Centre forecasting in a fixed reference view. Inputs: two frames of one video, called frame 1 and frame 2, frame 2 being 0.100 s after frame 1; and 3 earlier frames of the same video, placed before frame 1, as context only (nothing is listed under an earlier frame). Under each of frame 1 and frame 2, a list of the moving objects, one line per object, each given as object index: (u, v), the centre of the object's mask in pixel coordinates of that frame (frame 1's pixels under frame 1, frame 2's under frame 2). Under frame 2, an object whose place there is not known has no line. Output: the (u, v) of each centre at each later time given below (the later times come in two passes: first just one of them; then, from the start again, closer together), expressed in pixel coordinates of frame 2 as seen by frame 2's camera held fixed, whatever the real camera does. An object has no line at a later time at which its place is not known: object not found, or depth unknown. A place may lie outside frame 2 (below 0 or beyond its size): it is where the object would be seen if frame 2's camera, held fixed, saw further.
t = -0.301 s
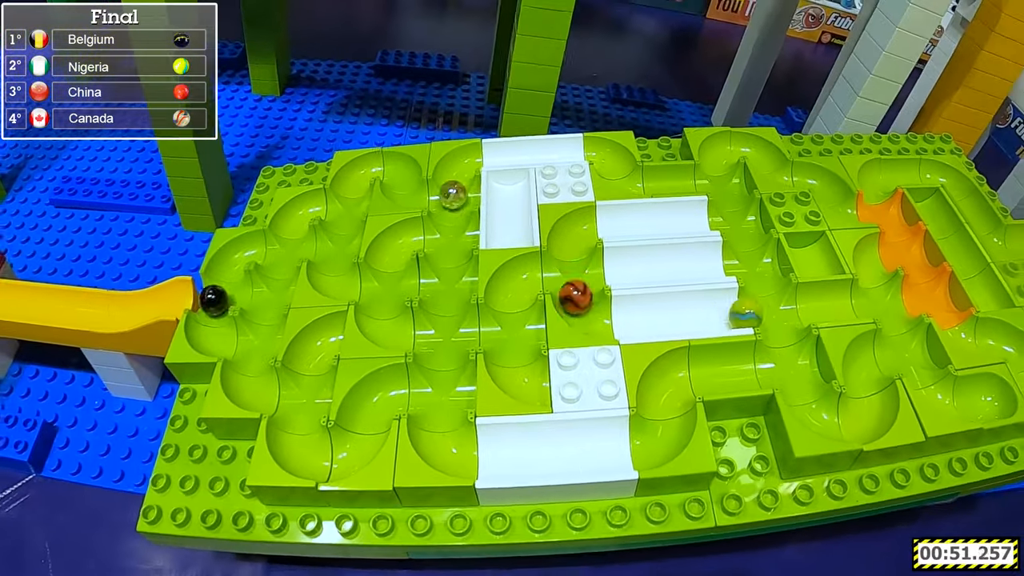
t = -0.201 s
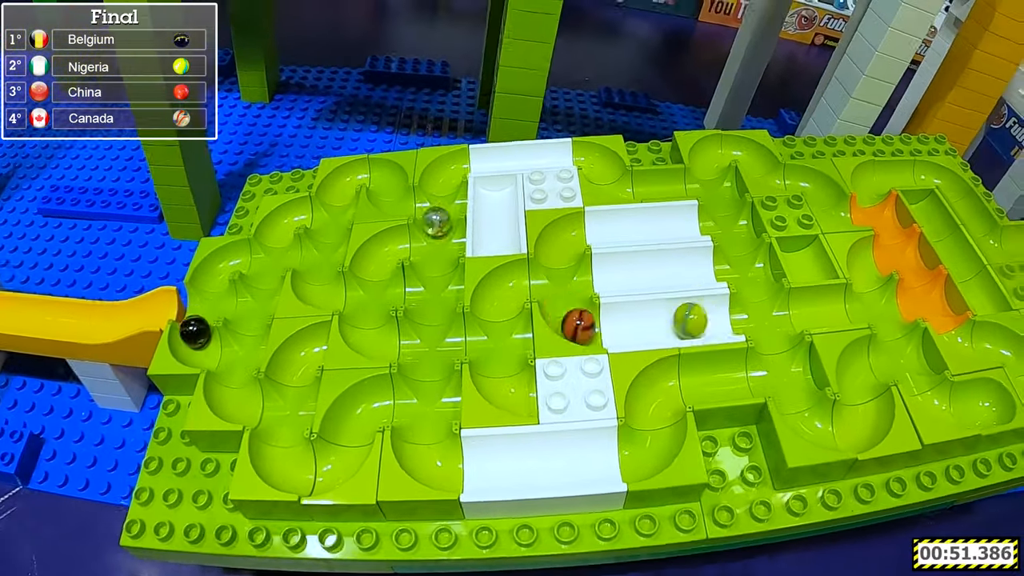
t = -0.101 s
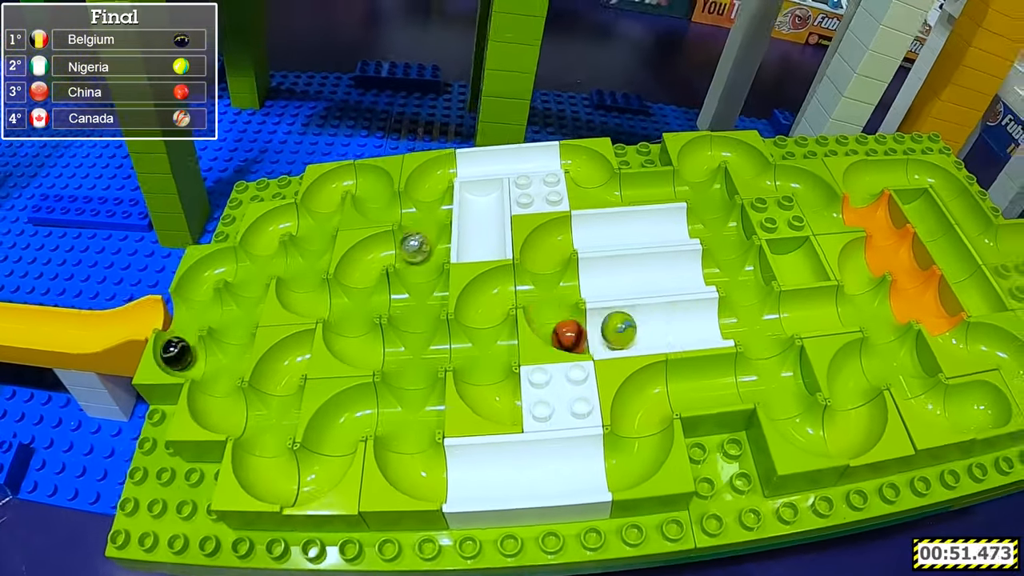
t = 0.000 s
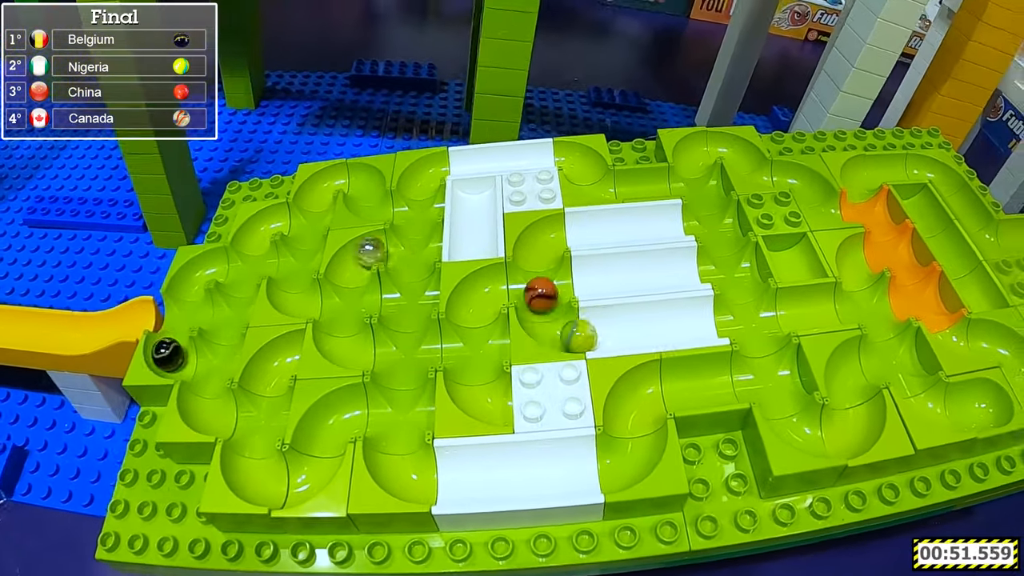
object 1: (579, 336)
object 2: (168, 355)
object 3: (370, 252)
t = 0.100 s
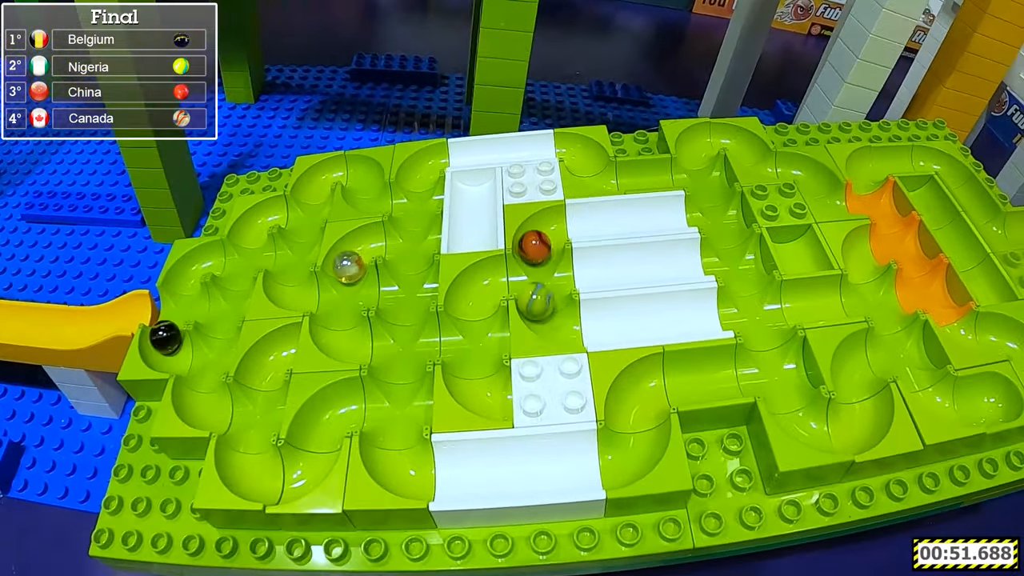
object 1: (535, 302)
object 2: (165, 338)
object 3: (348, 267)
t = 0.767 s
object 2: (184, 282)
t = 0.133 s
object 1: (538, 286)
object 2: (166, 331)
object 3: (344, 279)
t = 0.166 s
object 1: (545, 273)
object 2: (166, 325)
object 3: (340, 292)
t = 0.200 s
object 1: (541, 262)
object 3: (334, 304)
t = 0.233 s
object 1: (535, 249)
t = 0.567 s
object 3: (347, 340)
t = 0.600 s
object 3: (338, 334)
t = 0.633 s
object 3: (331, 326)
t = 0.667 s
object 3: (333, 318)
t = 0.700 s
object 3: (340, 308)
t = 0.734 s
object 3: (344, 298)
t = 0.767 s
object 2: (184, 282)
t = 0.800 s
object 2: (178, 286)
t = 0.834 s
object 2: (176, 290)
